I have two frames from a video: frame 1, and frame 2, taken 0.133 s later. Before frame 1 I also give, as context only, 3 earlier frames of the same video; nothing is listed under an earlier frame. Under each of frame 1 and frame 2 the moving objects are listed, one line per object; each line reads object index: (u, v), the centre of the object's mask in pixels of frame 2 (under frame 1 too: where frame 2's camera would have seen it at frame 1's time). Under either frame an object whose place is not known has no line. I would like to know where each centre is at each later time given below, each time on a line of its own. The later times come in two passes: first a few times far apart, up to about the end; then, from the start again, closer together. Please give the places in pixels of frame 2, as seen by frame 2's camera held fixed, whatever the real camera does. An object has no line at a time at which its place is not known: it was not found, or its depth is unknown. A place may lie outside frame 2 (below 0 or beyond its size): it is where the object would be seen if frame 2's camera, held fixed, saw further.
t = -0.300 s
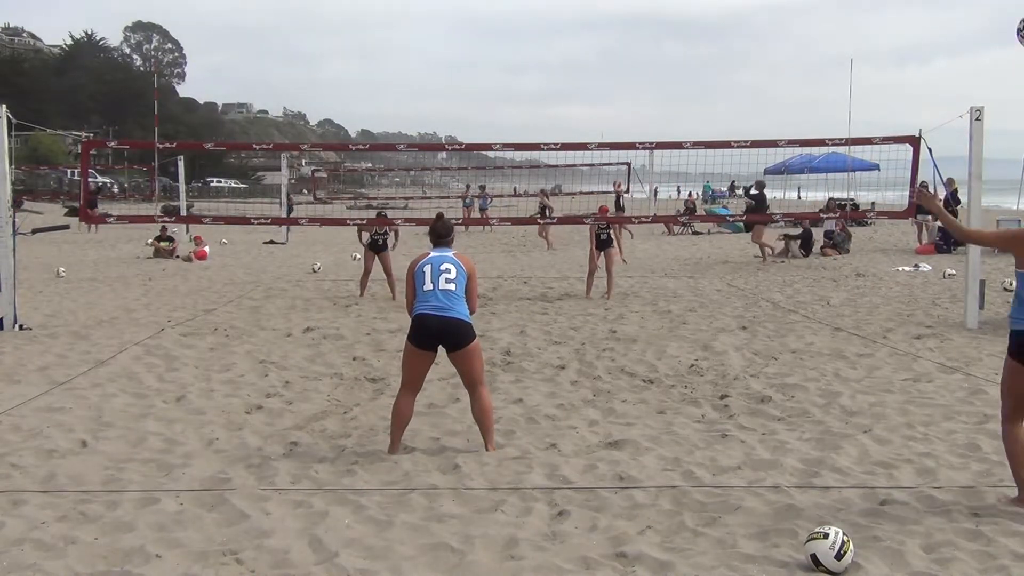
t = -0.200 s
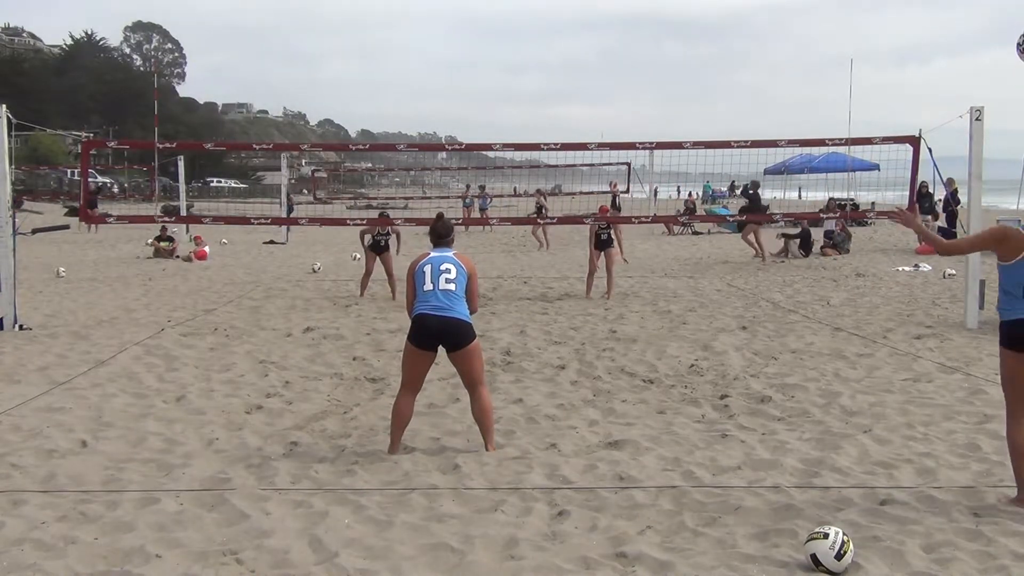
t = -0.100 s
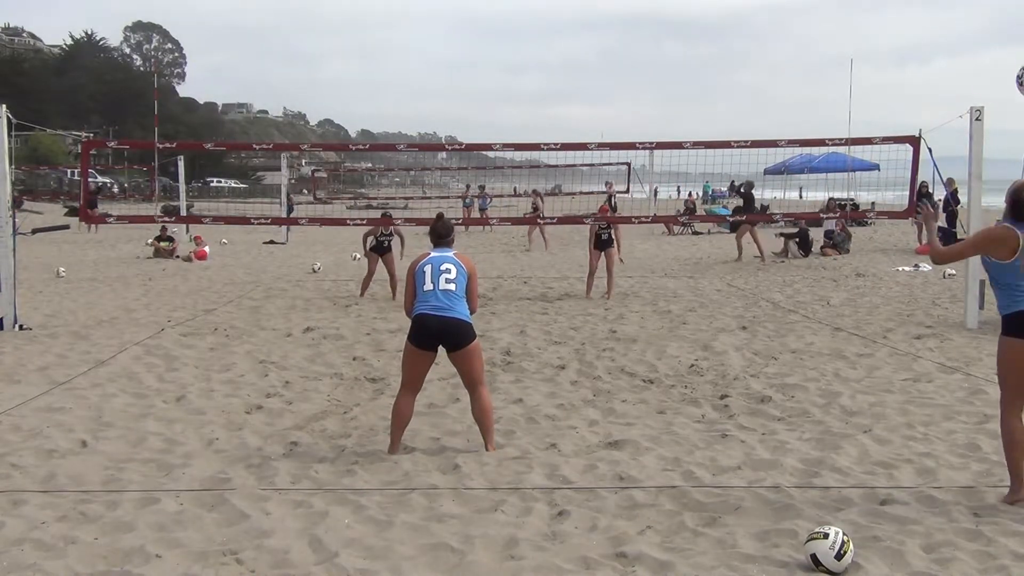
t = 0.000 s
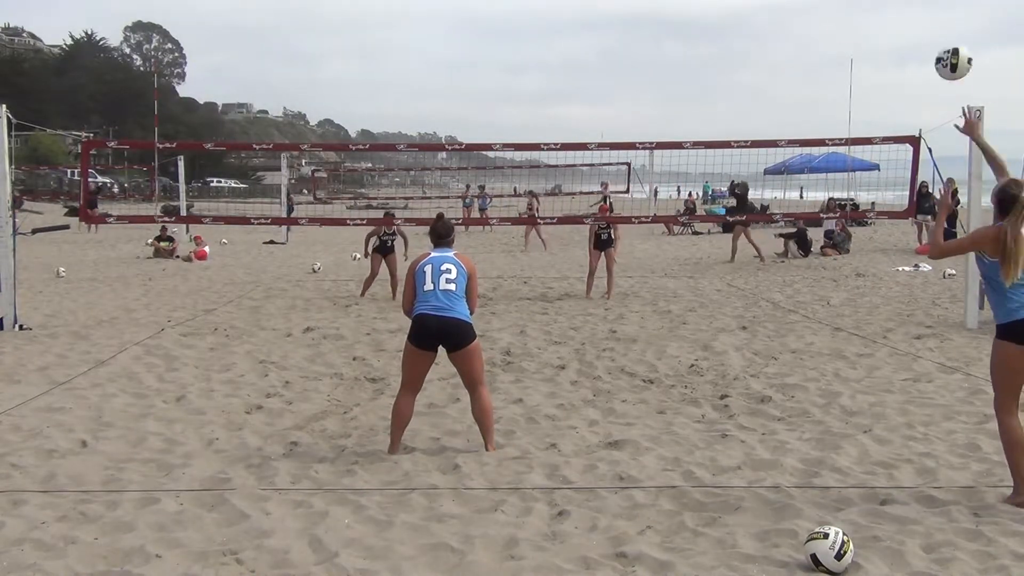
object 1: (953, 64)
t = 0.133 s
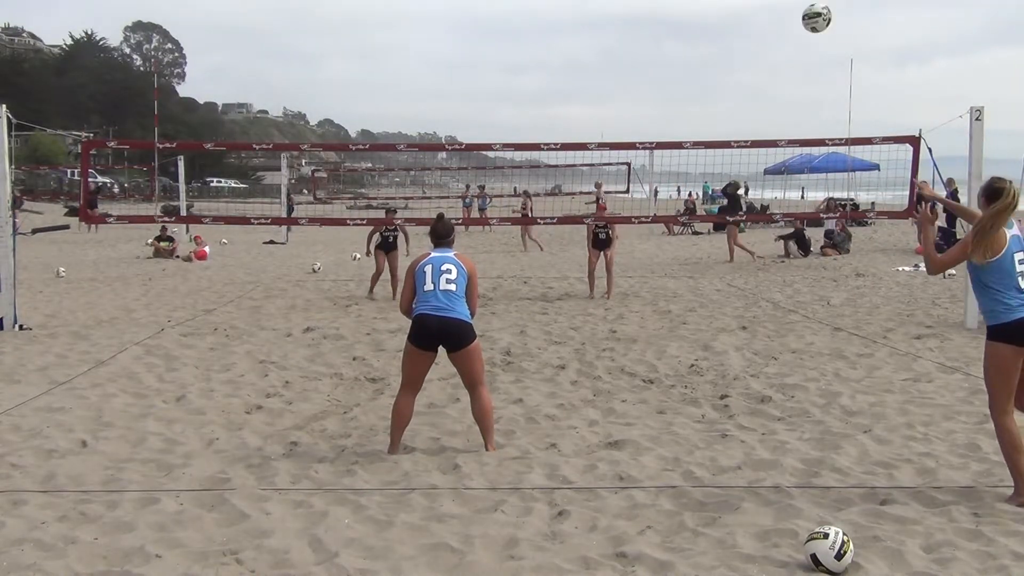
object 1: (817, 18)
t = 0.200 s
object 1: (764, 11)
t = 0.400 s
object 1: (643, 20)
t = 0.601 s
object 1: (559, 60)
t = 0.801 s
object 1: (495, 120)
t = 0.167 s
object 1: (789, 13)
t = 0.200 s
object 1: (764, 11)
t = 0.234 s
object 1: (741, 10)
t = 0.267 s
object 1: (719, 10)
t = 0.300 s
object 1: (698, 10)
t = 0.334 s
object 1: (679, 12)
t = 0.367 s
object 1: (660, 16)
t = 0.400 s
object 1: (643, 20)
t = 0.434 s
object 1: (626, 24)
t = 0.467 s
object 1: (611, 29)
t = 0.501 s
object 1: (597, 36)
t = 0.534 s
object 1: (584, 44)
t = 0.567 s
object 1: (571, 51)
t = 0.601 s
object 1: (559, 60)
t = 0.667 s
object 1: (536, 79)
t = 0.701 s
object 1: (525, 89)
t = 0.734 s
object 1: (515, 99)
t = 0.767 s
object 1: (505, 109)
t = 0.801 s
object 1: (495, 120)
